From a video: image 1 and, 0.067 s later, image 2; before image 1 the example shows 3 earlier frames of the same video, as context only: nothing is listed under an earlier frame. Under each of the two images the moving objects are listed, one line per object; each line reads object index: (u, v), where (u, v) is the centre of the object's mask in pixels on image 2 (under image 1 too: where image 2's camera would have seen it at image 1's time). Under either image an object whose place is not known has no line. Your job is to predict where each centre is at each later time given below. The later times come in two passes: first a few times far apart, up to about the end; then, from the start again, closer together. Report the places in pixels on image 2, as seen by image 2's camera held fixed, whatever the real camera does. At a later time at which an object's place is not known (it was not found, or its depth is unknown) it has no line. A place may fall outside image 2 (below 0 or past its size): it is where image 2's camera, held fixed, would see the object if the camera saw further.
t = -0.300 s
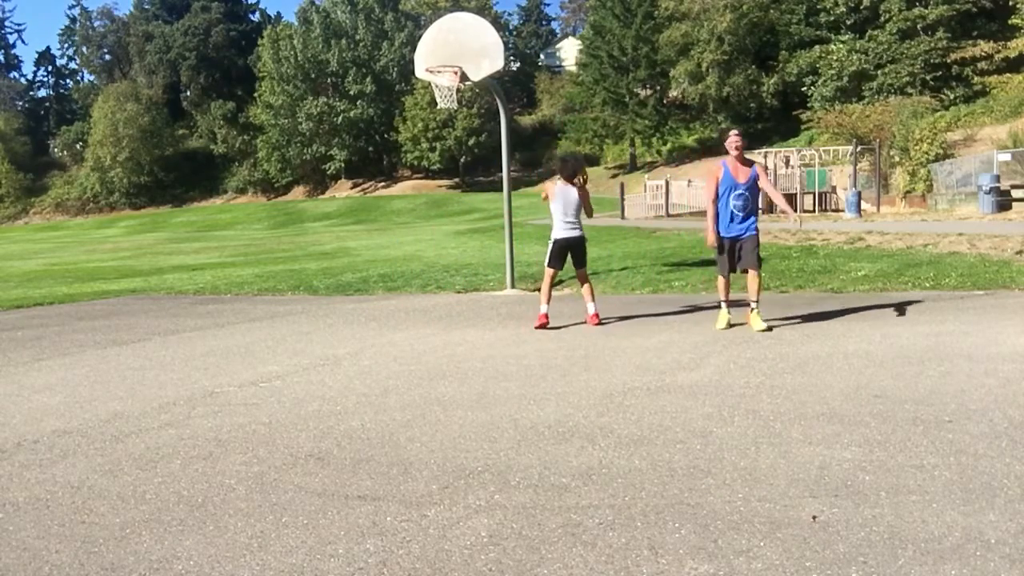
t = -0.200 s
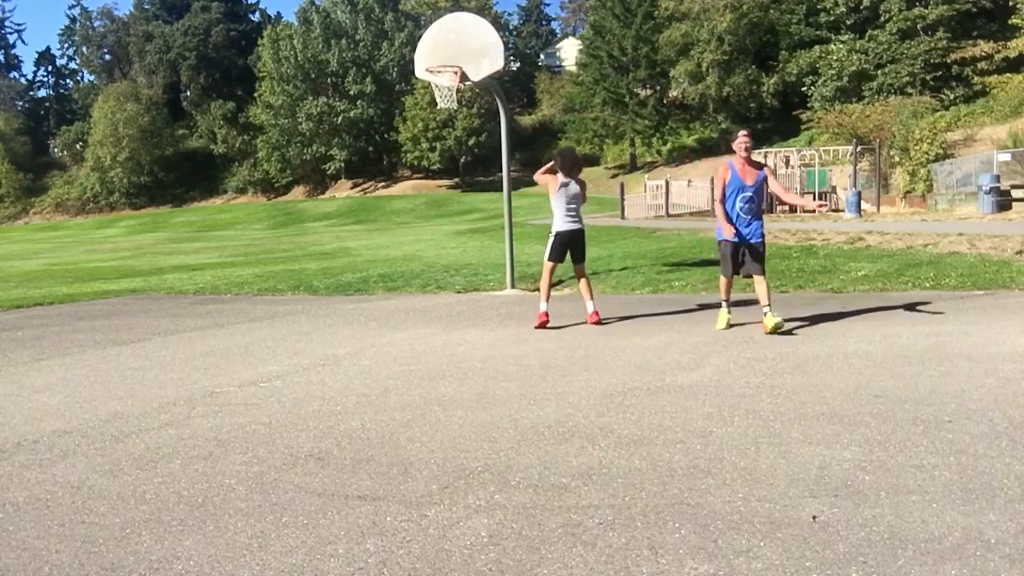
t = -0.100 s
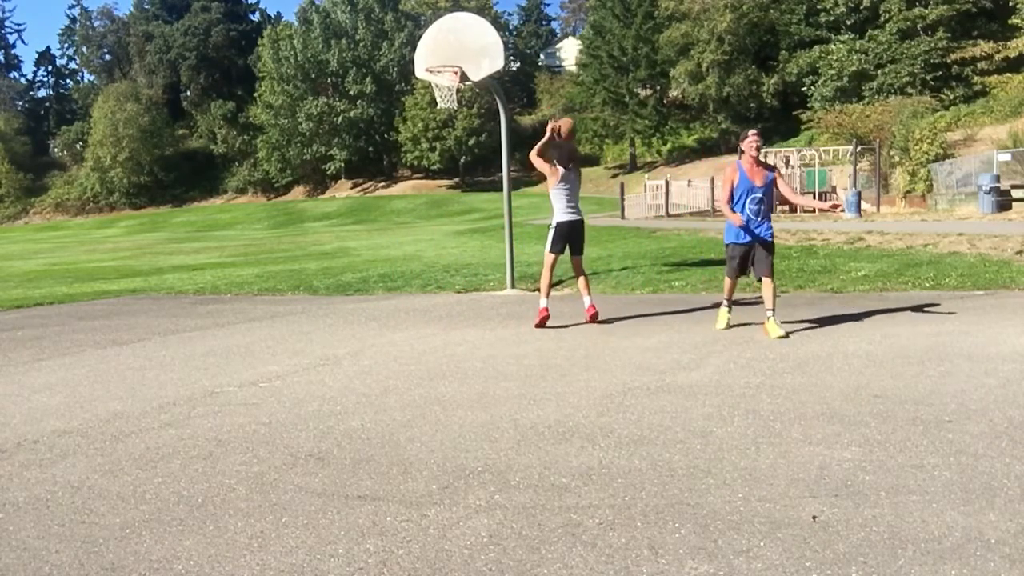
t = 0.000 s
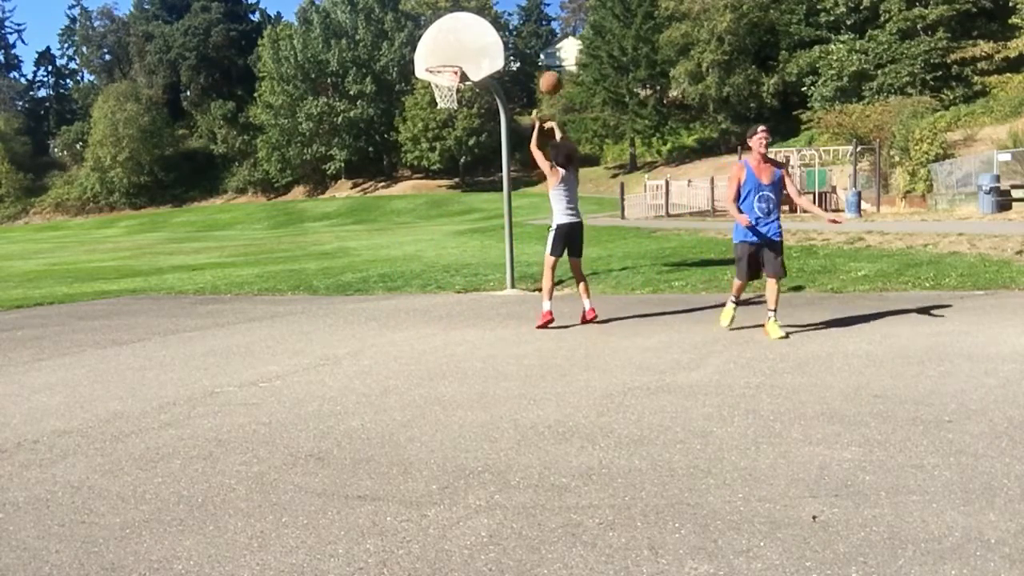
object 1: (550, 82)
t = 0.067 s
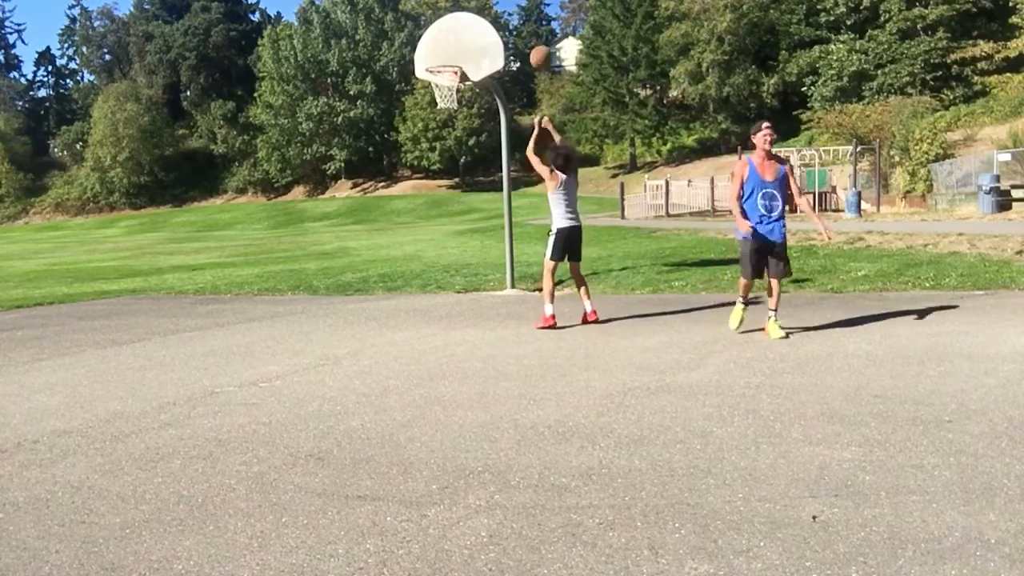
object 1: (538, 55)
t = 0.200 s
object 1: (521, 20)
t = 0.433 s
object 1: (498, 5)
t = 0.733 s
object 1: (471, 9)
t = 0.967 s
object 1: (449, 32)
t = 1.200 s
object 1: (428, 99)
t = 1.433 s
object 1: (410, 214)
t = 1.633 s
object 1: (395, 287)
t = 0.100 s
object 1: (534, 45)
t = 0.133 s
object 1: (529, 36)
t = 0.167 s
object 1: (525, 28)
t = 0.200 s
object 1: (521, 20)
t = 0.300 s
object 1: (509, 7)
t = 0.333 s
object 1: (508, 6)
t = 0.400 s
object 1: (501, 6)
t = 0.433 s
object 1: (498, 5)
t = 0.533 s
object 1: (489, 7)
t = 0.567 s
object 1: (485, 10)
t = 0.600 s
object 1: (483, 14)
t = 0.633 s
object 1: (482, 13)
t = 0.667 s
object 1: (478, 11)
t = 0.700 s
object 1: (475, 10)
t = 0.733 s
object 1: (471, 9)
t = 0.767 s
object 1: (468, 10)
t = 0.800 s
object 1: (465, 11)
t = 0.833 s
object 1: (462, 13)
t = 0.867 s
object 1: (459, 16)
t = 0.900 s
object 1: (456, 21)
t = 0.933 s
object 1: (452, 26)
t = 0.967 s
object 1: (449, 32)
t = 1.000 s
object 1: (446, 39)
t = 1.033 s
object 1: (443, 47)
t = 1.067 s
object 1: (440, 55)
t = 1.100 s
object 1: (437, 65)
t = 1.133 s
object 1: (434, 75)
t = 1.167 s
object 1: (431, 87)
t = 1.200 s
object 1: (428, 99)
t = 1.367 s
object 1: (415, 176)
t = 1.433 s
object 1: (410, 214)
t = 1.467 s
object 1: (407, 234)
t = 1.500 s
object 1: (406, 255)
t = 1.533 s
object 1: (403, 277)
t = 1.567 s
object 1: (401, 299)
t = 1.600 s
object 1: (399, 305)
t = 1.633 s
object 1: (395, 287)
